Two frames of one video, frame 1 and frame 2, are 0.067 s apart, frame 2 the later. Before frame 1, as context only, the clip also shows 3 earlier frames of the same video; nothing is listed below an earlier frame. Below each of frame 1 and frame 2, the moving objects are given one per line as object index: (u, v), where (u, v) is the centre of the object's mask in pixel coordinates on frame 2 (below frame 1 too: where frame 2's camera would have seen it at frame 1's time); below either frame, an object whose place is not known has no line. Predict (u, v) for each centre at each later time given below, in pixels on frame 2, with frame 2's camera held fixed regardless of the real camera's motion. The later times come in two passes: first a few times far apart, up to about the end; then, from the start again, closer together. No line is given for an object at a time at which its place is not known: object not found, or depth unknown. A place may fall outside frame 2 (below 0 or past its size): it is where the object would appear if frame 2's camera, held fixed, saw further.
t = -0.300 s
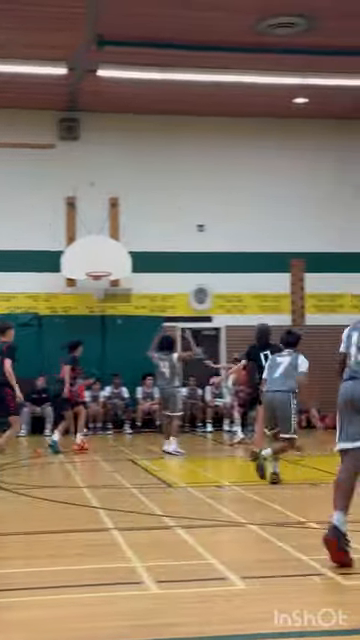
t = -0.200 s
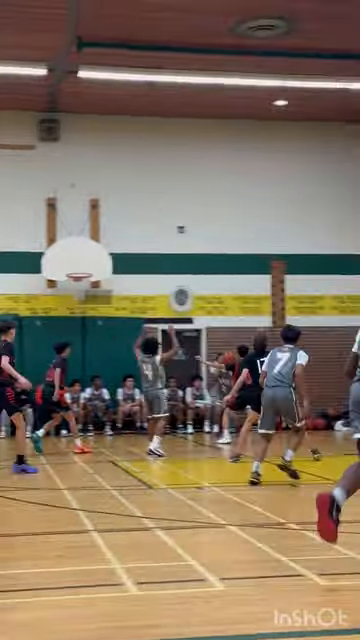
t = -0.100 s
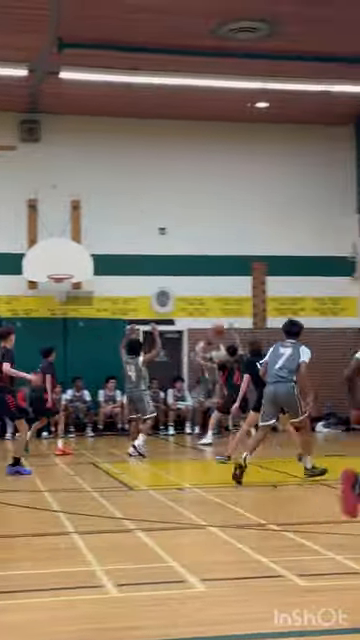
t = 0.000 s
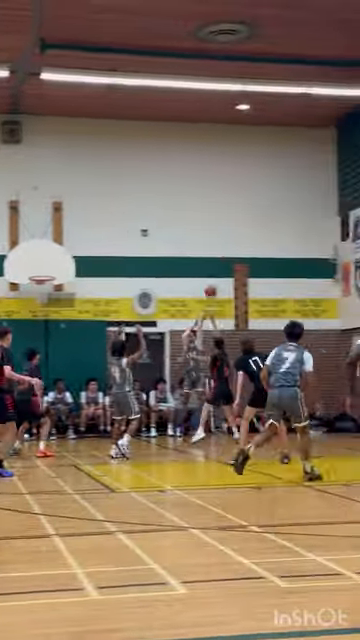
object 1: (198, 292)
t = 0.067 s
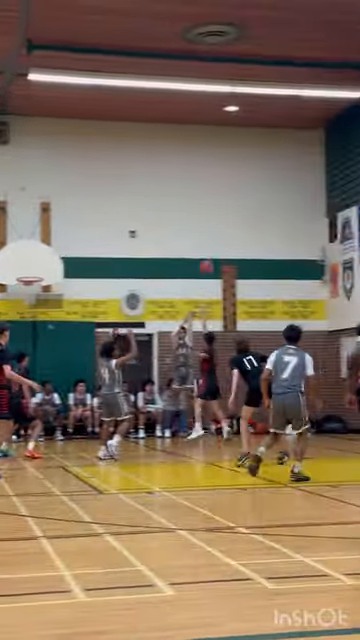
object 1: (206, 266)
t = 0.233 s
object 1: (226, 216)
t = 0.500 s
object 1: (261, 158)
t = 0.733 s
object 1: (294, 137)
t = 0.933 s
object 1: (328, 148)
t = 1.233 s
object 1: (386, 221)
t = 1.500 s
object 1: (402, 240)
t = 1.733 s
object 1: (390, 242)
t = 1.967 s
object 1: (404, 239)
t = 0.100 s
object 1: (210, 256)
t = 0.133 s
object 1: (214, 245)
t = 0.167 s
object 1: (218, 235)
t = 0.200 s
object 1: (222, 225)
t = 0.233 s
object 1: (226, 216)
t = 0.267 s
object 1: (230, 207)
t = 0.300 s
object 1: (234, 199)
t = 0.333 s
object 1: (239, 190)
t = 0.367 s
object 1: (243, 183)
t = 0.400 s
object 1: (247, 175)
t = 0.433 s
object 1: (251, 169)
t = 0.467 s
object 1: (256, 164)
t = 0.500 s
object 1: (261, 158)
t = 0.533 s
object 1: (265, 155)
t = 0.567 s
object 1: (268, 153)
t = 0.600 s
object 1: (276, 151)
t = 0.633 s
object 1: (281, 141)
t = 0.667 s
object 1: (285, 140)
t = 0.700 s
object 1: (289, 139)
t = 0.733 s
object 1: (294, 137)
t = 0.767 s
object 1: (300, 136)
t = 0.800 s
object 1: (306, 137)
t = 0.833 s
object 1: (310, 138)
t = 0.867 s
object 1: (318, 141)
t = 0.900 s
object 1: (323, 145)
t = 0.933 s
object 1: (328, 148)
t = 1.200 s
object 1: (380, 209)
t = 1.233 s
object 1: (386, 221)
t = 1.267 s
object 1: (394, 226)
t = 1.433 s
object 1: (407, 240)
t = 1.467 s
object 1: (404, 240)
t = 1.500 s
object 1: (402, 240)
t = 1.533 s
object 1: (401, 240)
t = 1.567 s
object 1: (398, 241)
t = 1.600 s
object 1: (397, 241)
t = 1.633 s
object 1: (393, 242)
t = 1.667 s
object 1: (392, 242)
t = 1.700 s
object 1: (390, 242)
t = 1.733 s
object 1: (390, 242)
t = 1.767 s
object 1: (394, 242)
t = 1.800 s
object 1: (397, 241)
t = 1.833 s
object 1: (399, 240)
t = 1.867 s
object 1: (401, 239)
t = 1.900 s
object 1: (403, 238)
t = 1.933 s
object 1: (403, 240)
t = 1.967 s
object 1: (404, 239)
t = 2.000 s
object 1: (404, 241)
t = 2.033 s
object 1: (406, 241)
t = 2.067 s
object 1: (406, 241)
